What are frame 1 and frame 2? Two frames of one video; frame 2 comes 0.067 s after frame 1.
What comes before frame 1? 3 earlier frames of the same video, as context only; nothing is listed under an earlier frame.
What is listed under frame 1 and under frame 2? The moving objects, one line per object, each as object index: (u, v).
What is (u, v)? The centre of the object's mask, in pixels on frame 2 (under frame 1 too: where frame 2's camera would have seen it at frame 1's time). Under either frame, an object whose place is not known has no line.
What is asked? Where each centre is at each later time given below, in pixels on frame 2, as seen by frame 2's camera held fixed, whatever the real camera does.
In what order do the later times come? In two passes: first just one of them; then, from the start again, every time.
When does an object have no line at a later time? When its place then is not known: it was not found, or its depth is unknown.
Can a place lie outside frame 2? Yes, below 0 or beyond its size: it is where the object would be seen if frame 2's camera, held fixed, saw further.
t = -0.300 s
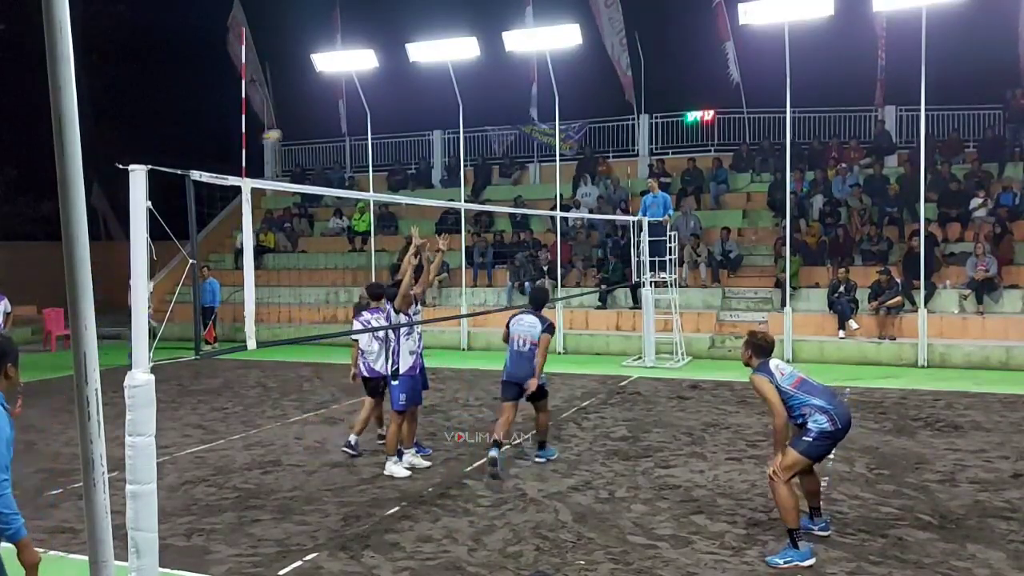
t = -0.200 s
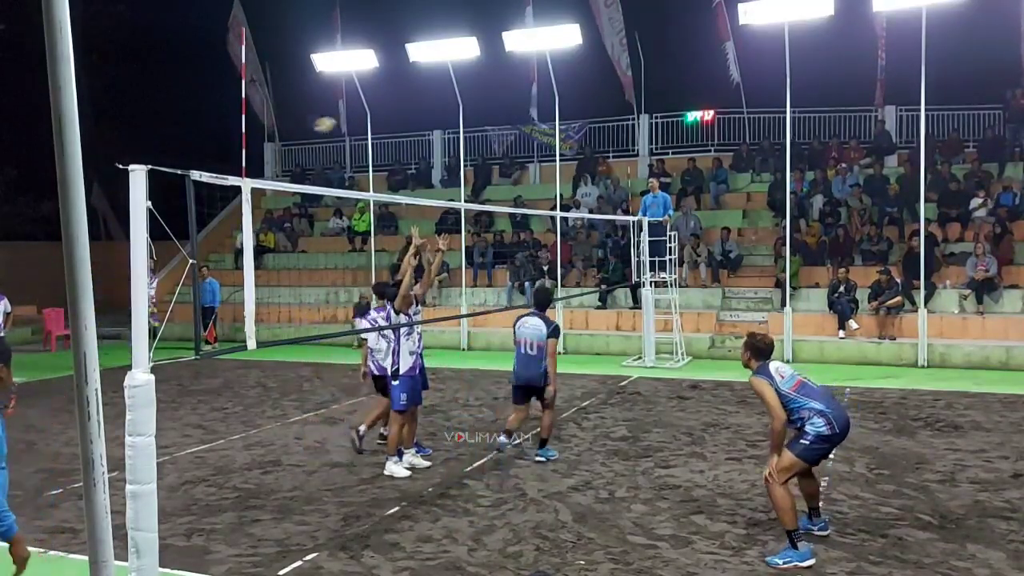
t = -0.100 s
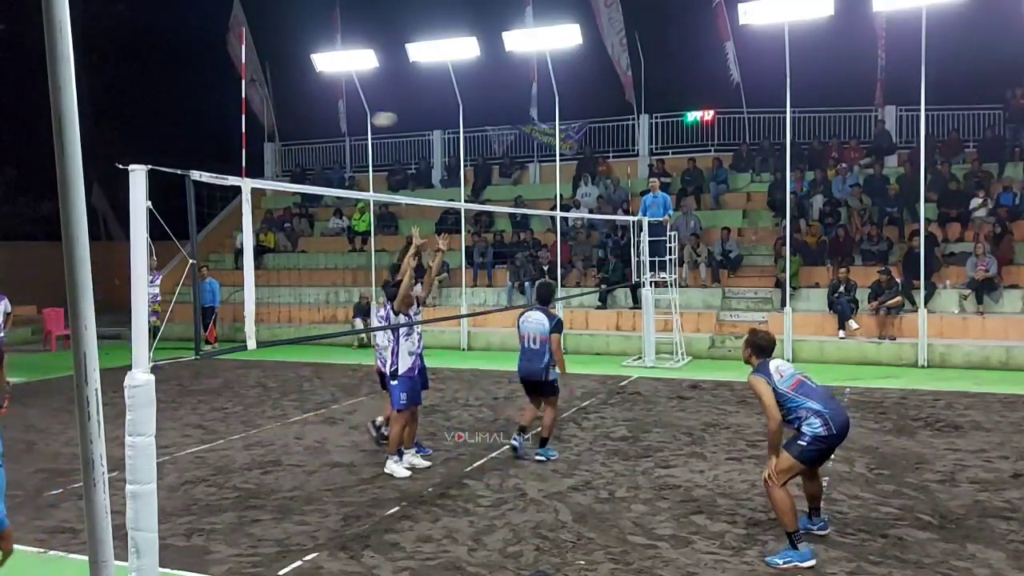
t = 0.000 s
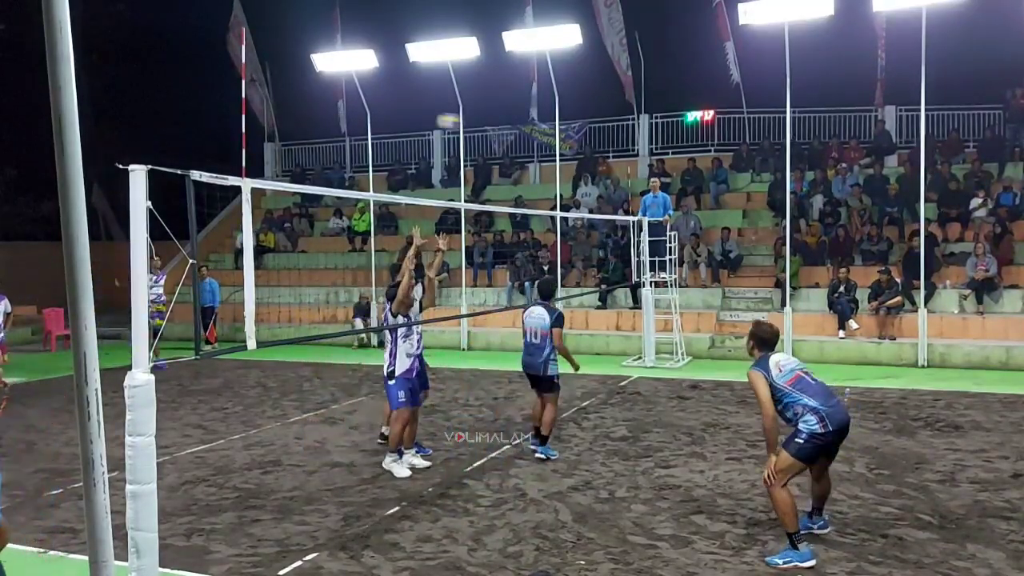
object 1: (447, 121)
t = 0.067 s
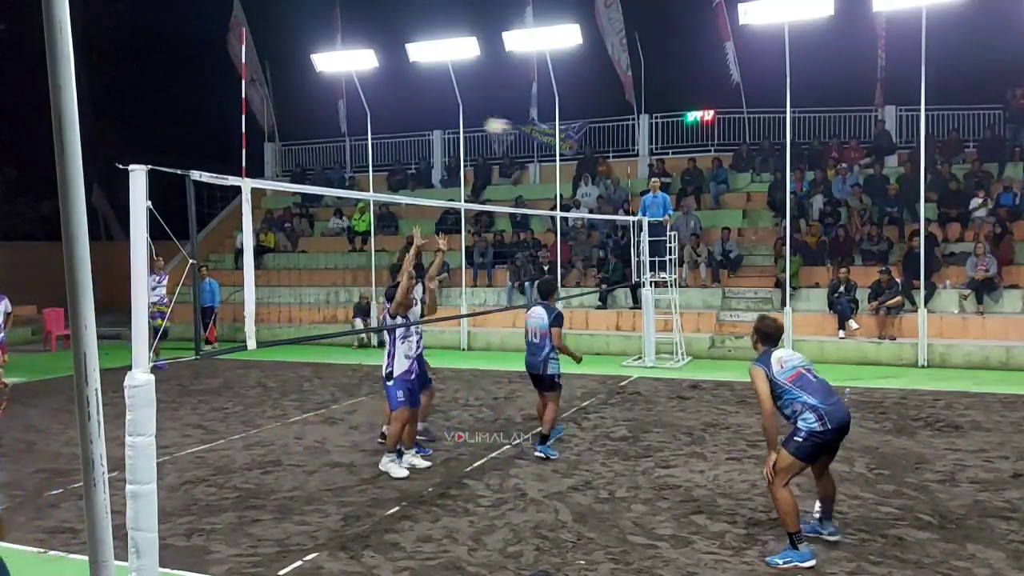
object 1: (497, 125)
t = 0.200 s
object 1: (610, 147)
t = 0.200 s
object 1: (610, 147)
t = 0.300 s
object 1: (711, 178)
